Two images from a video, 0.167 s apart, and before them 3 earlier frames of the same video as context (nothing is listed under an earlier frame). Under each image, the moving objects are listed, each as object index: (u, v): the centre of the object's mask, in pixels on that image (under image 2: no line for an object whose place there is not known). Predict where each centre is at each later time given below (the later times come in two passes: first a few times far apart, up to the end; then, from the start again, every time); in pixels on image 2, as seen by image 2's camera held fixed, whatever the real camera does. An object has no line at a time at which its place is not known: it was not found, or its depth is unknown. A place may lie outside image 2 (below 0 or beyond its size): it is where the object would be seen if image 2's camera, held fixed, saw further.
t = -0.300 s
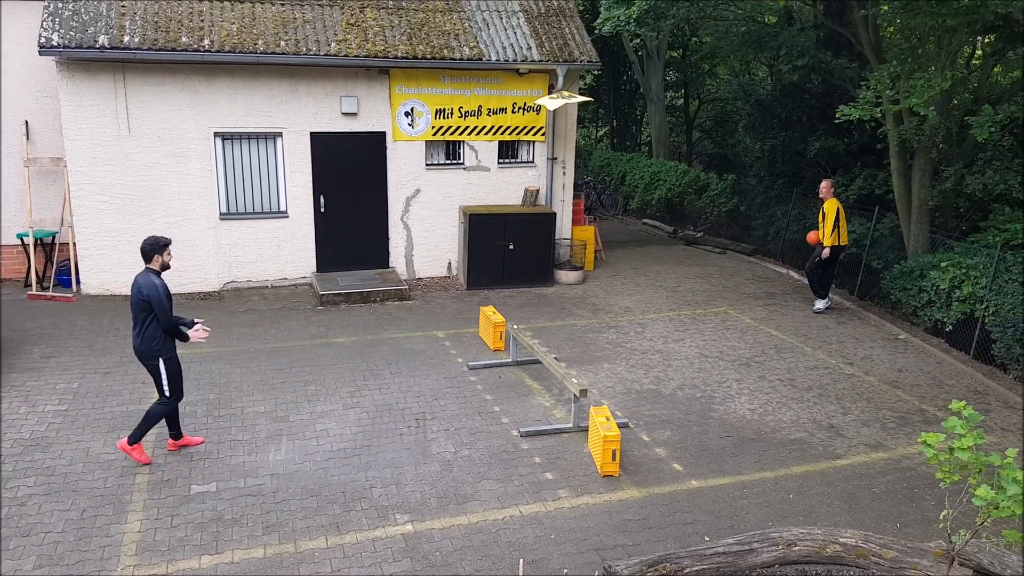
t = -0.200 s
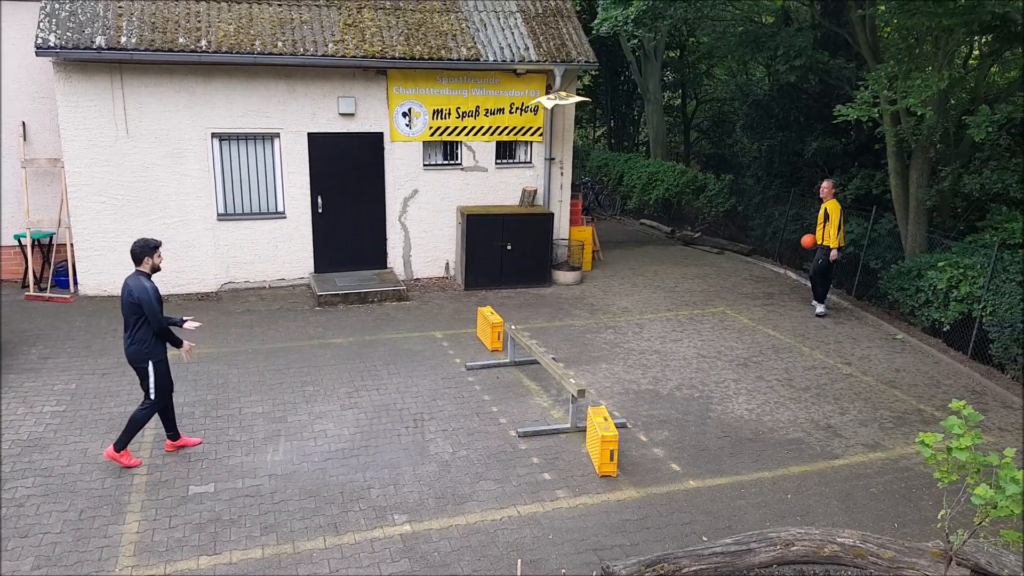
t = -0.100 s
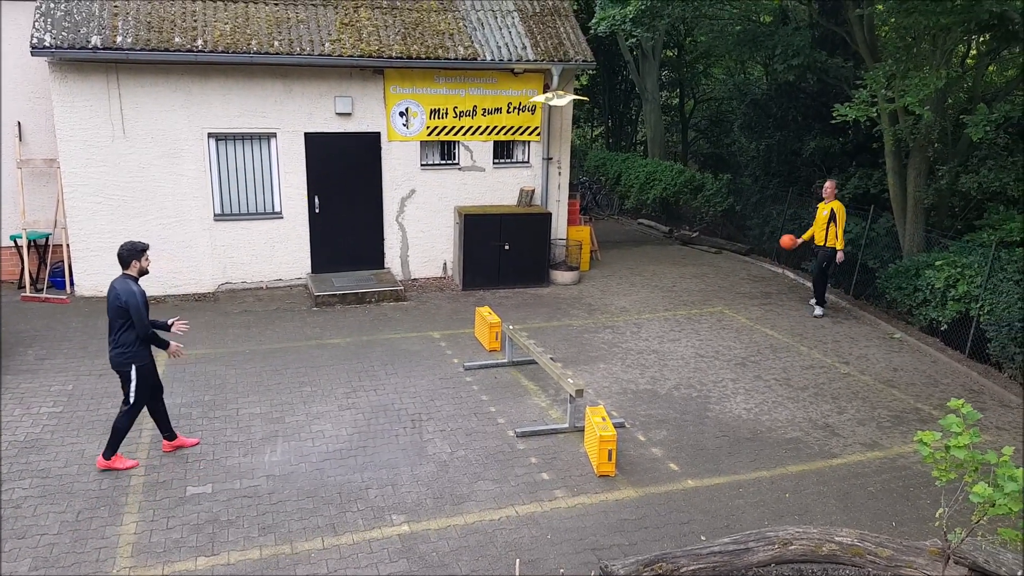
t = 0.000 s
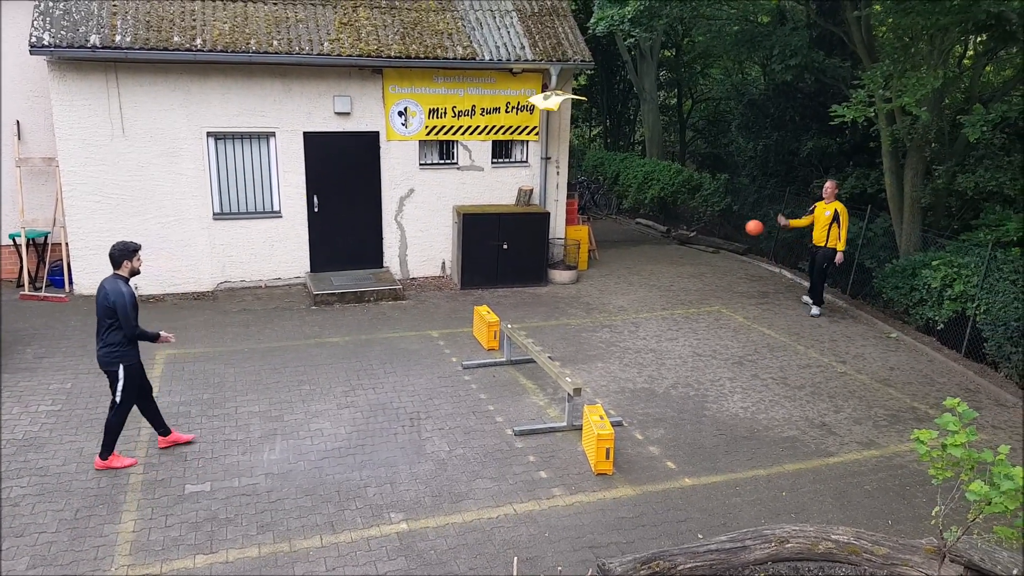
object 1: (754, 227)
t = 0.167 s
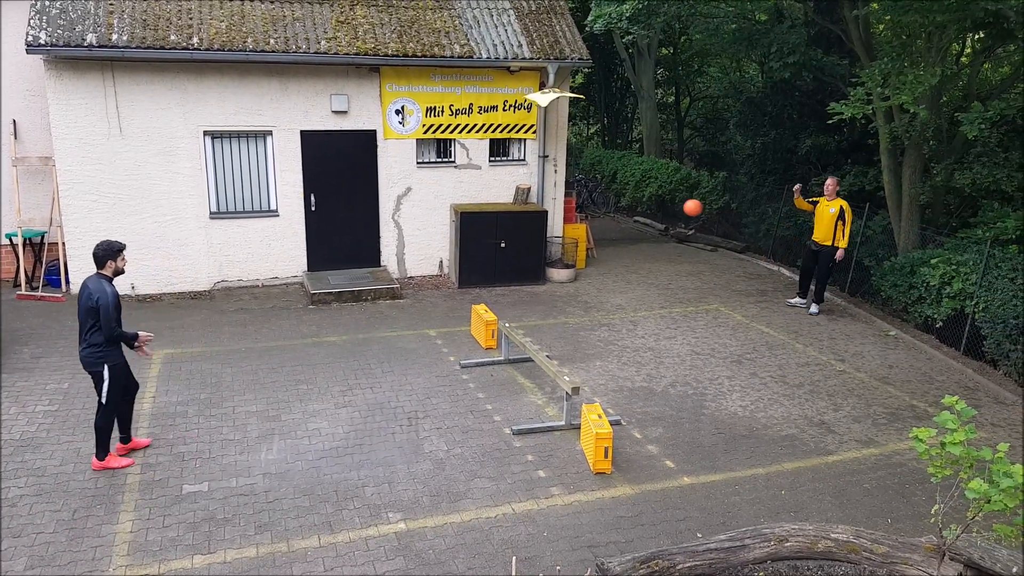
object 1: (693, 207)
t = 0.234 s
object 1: (664, 206)
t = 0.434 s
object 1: (576, 222)
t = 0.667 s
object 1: (455, 291)
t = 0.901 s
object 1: (330, 361)
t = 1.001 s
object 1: (284, 339)
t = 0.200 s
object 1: (679, 206)
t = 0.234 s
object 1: (664, 206)
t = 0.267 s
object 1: (650, 207)
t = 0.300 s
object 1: (636, 208)
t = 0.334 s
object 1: (622, 210)
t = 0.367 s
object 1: (607, 214)
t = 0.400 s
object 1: (592, 218)
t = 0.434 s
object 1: (576, 222)
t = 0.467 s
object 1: (559, 229)
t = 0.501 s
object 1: (541, 237)
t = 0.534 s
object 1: (524, 246)
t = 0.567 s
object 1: (507, 255)
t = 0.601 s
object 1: (490, 266)
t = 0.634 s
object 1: (473, 278)
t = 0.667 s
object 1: (455, 291)
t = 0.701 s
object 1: (436, 305)
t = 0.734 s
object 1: (417, 321)
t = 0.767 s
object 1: (398, 338)
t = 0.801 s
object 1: (379, 357)
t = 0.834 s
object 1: (359, 377)
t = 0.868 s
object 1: (344, 371)
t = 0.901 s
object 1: (330, 361)
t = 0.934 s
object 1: (315, 353)
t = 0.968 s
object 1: (299, 345)
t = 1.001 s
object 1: (284, 339)
